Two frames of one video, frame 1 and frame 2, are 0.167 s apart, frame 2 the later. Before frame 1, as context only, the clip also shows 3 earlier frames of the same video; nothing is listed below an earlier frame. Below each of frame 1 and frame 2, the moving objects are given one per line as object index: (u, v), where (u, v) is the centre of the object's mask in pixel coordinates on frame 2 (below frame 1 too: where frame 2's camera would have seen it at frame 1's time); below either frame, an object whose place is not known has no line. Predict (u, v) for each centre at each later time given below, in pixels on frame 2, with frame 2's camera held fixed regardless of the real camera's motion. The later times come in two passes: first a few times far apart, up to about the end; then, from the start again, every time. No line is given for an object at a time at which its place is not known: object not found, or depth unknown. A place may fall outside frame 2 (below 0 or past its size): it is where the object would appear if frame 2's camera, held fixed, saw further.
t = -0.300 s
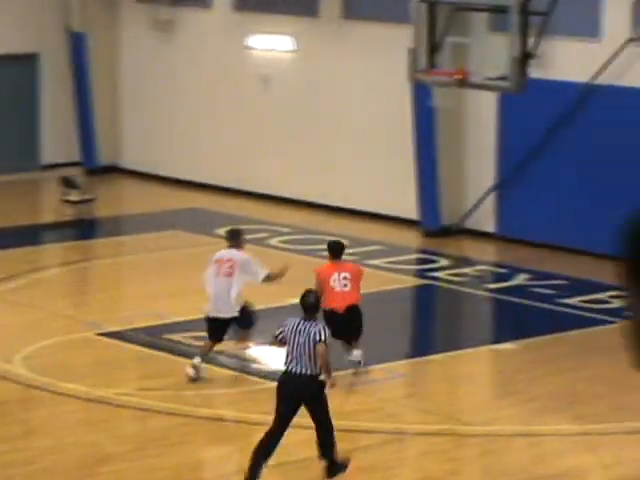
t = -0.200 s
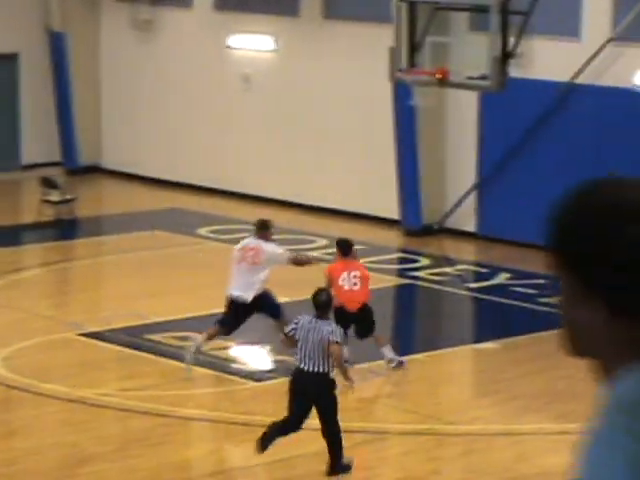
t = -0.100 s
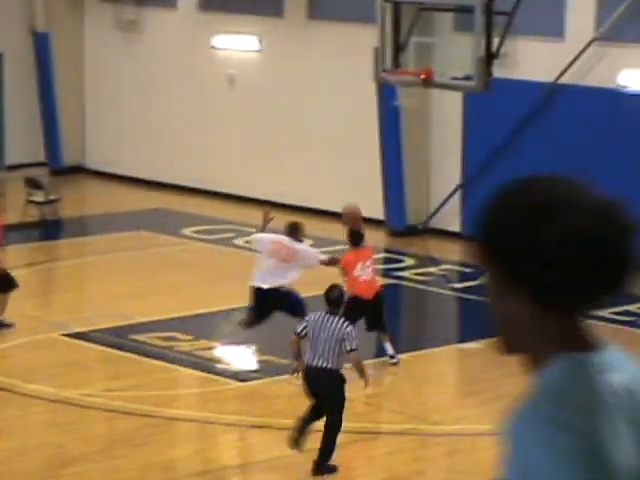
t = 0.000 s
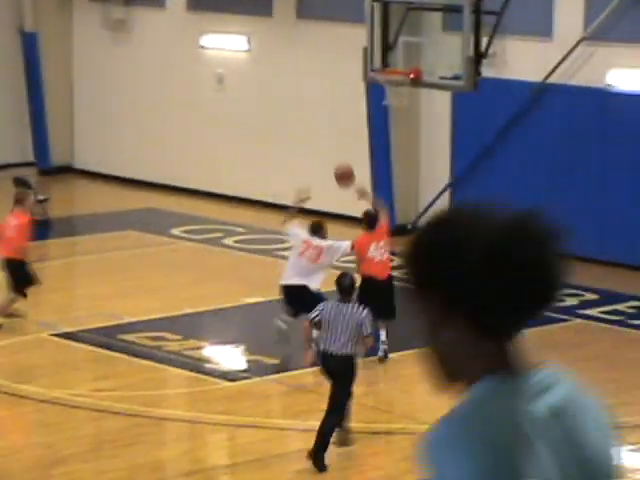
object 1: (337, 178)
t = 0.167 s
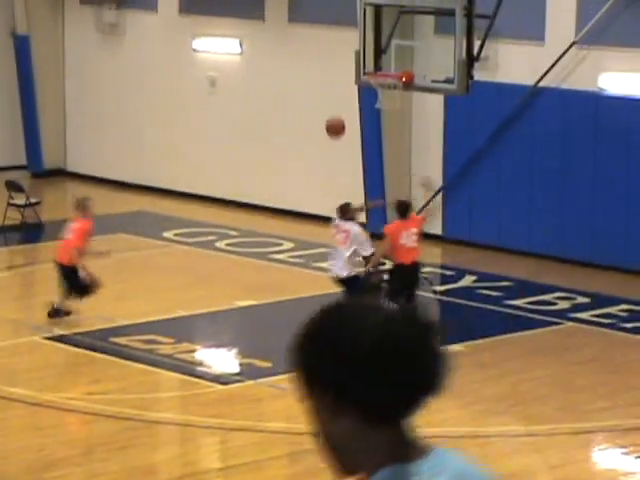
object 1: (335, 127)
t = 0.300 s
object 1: (334, 105)
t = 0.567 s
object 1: (331, 104)
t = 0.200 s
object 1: (335, 121)
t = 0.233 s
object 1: (334, 115)
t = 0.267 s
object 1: (334, 109)
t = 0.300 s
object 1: (334, 105)
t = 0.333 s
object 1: (334, 101)
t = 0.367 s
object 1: (333, 99)
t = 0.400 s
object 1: (333, 98)
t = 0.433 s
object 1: (333, 98)
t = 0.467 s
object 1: (332, 98)
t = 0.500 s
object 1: (332, 99)
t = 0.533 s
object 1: (332, 101)
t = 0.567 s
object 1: (331, 104)
